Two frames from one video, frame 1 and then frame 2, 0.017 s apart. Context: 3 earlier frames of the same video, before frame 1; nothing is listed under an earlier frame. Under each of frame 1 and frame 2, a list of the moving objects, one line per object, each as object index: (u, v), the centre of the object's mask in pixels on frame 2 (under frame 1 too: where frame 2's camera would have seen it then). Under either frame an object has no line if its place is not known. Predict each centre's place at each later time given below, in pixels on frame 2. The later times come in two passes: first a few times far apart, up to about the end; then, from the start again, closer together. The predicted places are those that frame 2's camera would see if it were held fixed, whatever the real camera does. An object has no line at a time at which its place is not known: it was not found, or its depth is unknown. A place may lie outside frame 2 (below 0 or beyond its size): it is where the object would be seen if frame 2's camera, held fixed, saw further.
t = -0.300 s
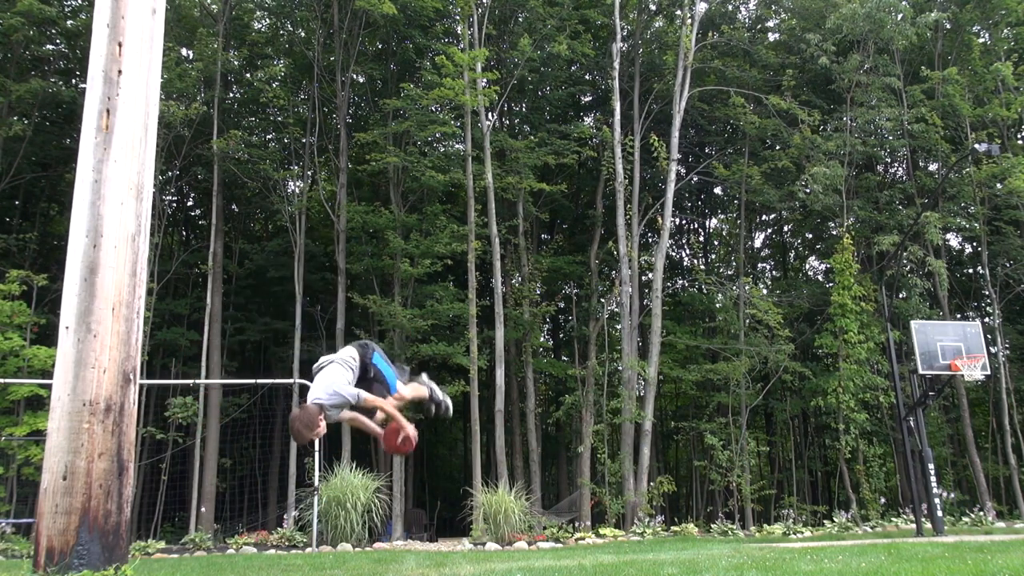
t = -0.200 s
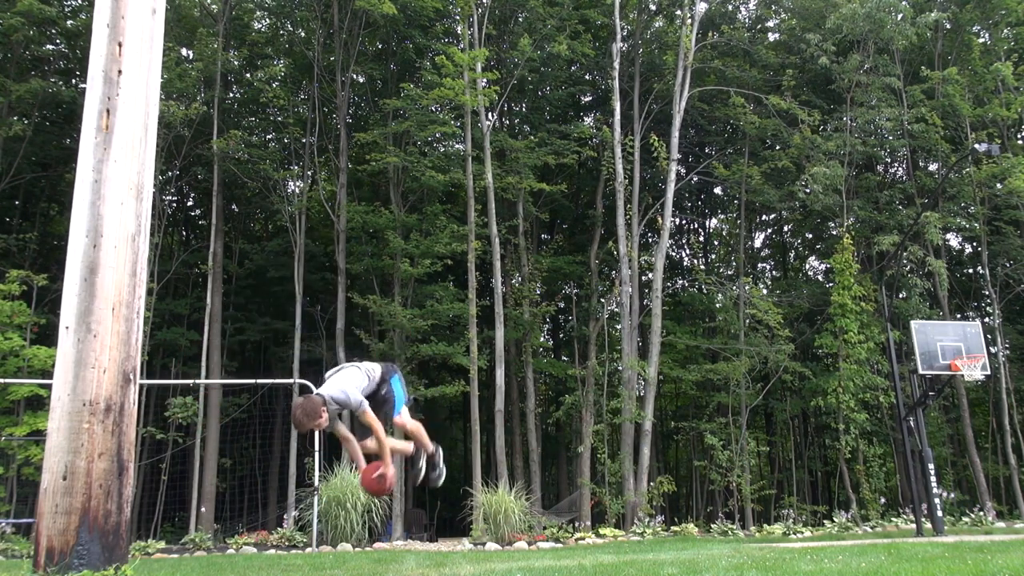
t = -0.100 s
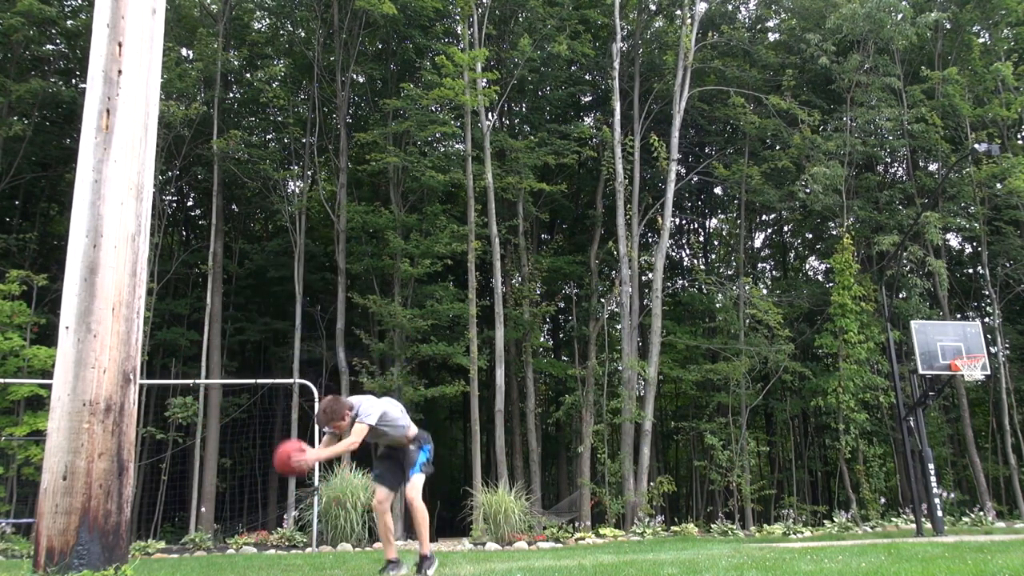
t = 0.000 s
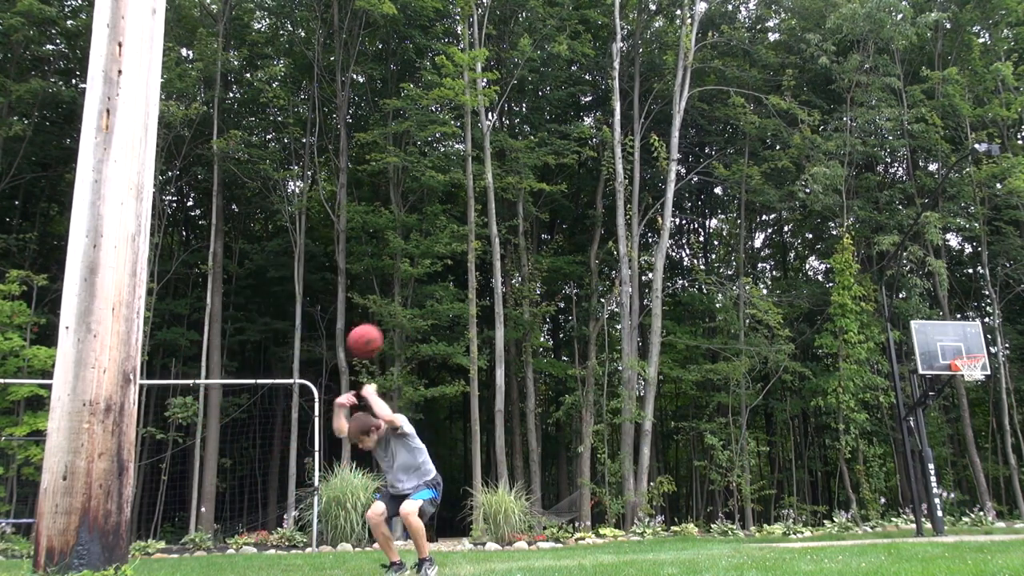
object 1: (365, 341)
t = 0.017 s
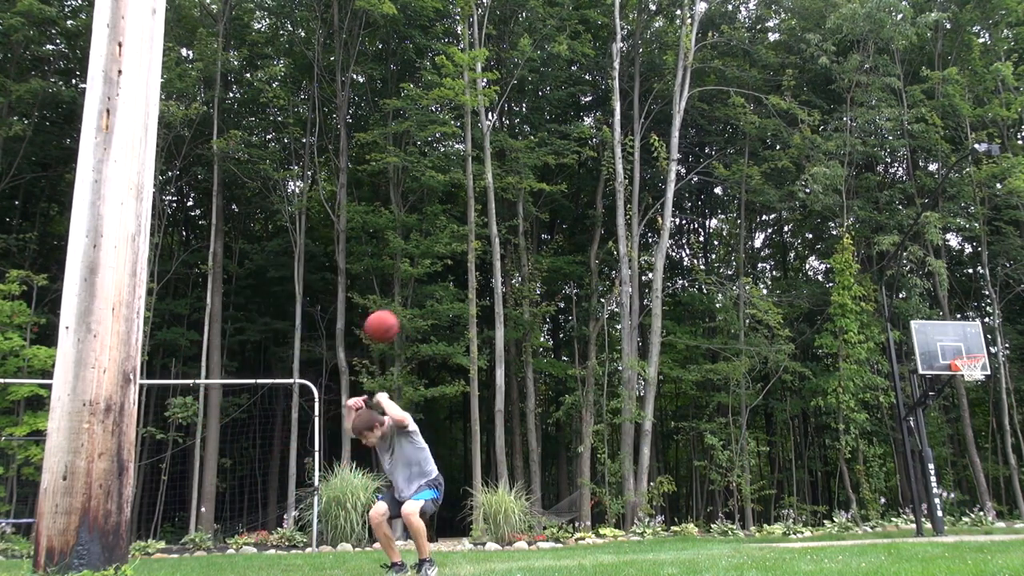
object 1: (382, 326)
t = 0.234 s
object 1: (550, 205)
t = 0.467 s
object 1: (669, 156)
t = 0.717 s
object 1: (761, 157)
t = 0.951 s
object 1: (833, 190)
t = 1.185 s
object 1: (896, 246)
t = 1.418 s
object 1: (954, 322)
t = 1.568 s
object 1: (967, 371)
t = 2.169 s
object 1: (968, 383)
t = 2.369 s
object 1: (965, 413)
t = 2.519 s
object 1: (966, 451)
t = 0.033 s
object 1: (398, 312)
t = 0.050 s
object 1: (413, 300)
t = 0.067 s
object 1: (427, 289)
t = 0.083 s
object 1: (442, 277)
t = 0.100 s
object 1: (456, 267)
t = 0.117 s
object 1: (469, 257)
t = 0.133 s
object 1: (482, 247)
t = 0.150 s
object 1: (495, 239)
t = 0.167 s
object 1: (506, 231)
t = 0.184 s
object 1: (517, 224)
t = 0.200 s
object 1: (529, 217)
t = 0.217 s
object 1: (540, 211)
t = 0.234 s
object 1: (550, 205)
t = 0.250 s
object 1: (560, 199)
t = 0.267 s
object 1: (570, 193)
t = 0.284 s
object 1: (579, 189)
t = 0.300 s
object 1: (589, 185)
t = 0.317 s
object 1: (597, 180)
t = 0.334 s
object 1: (606, 176)
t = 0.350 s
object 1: (615, 172)
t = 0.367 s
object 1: (622, 169)
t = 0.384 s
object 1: (631, 166)
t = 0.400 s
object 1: (639, 164)
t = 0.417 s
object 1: (647, 161)
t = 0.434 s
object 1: (654, 159)
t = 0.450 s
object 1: (661, 158)
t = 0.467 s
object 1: (669, 156)
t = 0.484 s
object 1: (676, 155)
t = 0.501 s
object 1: (683, 154)
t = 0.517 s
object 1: (689, 153)
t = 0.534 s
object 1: (696, 152)
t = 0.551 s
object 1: (702, 152)
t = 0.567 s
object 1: (709, 151)
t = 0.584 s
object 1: (715, 151)
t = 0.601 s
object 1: (721, 151)
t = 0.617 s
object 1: (727, 152)
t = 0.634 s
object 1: (734, 152)
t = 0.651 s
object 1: (740, 153)
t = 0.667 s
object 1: (745, 153)
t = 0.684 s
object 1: (751, 154)
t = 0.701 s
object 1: (757, 156)
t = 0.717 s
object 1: (761, 157)
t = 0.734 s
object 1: (767, 158)
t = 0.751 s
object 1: (773, 160)
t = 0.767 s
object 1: (778, 162)
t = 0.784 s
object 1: (783, 163)
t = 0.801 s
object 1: (789, 165)
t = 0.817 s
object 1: (794, 168)
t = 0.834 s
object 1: (798, 170)
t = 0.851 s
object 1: (804, 172)
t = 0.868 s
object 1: (809, 175)
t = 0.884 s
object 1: (813, 177)
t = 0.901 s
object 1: (818, 180)
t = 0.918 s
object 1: (823, 183)
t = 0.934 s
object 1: (827, 187)
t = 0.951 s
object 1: (833, 190)
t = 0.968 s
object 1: (838, 193)
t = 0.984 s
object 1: (842, 197)
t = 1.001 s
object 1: (847, 201)
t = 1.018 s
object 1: (852, 204)
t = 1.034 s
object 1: (856, 208)
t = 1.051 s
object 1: (861, 212)
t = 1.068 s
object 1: (865, 215)
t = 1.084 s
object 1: (870, 220)
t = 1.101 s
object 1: (874, 224)
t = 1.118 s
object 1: (879, 228)
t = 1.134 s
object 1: (883, 232)
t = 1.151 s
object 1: (887, 237)
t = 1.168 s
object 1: (891, 241)
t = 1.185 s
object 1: (896, 246)
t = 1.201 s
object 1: (900, 251)
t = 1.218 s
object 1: (904, 256)
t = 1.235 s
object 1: (908, 261)
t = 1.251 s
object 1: (913, 266)
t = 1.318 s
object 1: (930, 288)
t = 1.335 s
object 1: (933, 294)
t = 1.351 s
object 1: (938, 299)
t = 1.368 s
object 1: (942, 305)
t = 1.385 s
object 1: (946, 311)
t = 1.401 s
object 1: (950, 316)
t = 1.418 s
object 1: (954, 322)
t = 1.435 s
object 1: (957, 329)
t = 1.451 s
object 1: (961, 335)
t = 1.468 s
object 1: (965, 341)
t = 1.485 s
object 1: (969, 348)
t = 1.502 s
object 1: (973, 352)
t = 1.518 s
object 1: (980, 356)
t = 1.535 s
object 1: (977, 361)
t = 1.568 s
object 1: (967, 371)
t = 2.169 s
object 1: (968, 383)
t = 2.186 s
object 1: (968, 384)
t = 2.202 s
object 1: (968, 386)
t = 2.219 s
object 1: (968, 387)
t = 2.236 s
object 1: (967, 389)
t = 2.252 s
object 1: (967, 392)
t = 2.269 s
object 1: (966, 395)
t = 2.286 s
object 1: (966, 397)
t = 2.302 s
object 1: (966, 400)
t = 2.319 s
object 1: (965, 403)
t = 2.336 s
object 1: (966, 406)
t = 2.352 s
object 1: (965, 410)
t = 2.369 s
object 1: (965, 413)
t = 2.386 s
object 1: (965, 416)
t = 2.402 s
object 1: (965, 420)
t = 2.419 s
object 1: (965, 424)
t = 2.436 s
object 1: (966, 428)
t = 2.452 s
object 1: (966, 432)
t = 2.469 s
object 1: (966, 437)
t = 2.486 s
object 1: (966, 442)
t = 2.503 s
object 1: (966, 446)
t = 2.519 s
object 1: (966, 451)
